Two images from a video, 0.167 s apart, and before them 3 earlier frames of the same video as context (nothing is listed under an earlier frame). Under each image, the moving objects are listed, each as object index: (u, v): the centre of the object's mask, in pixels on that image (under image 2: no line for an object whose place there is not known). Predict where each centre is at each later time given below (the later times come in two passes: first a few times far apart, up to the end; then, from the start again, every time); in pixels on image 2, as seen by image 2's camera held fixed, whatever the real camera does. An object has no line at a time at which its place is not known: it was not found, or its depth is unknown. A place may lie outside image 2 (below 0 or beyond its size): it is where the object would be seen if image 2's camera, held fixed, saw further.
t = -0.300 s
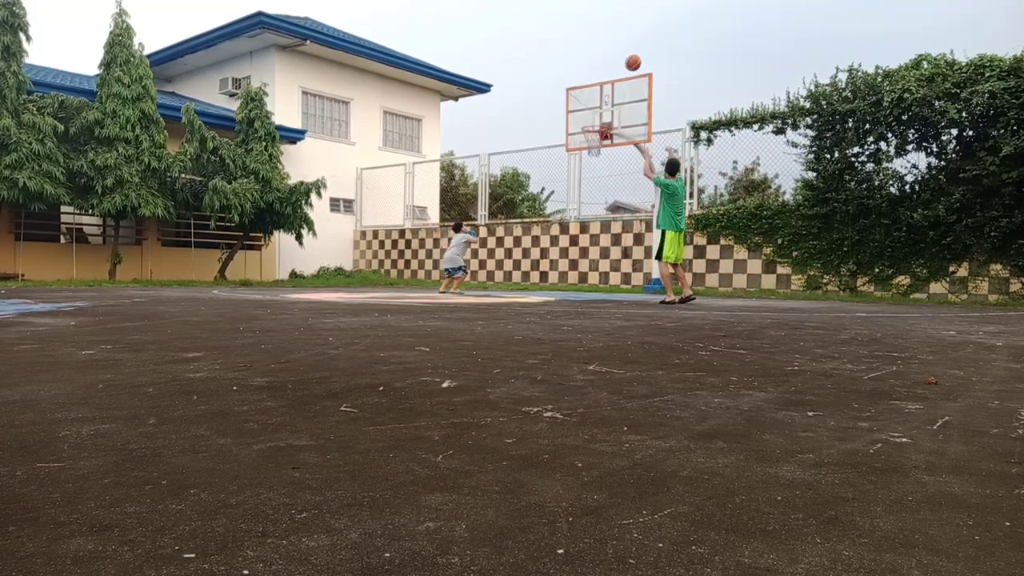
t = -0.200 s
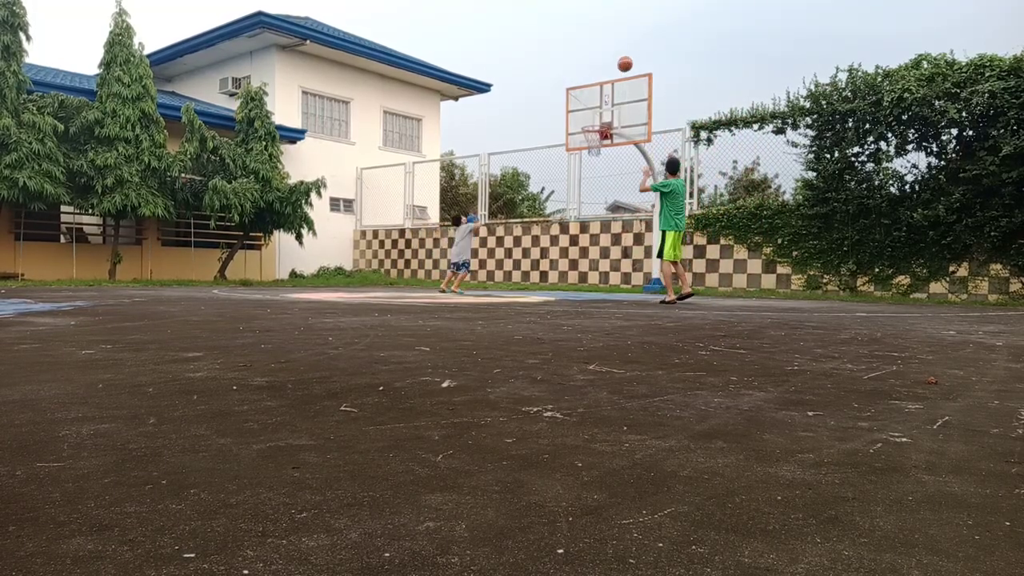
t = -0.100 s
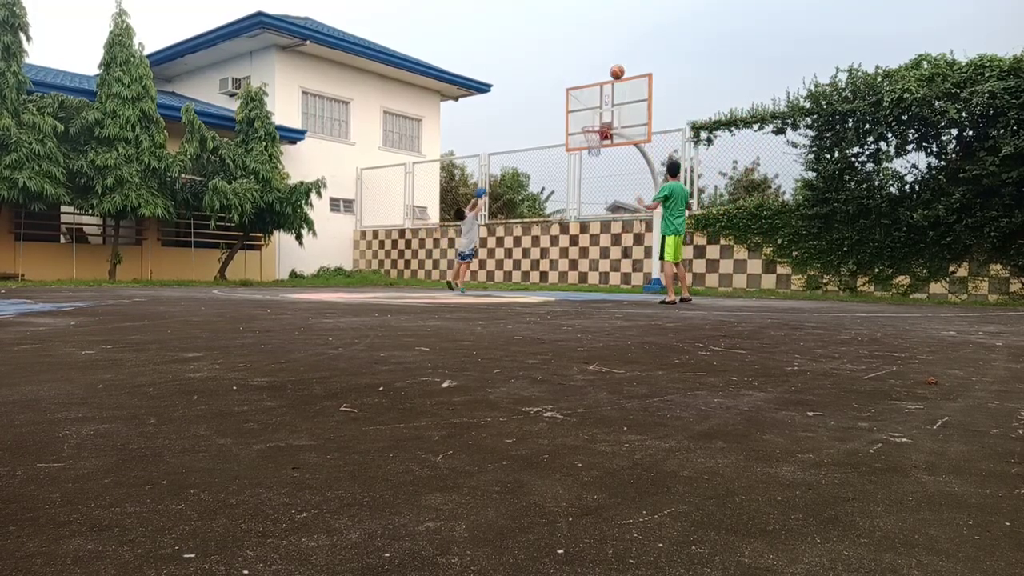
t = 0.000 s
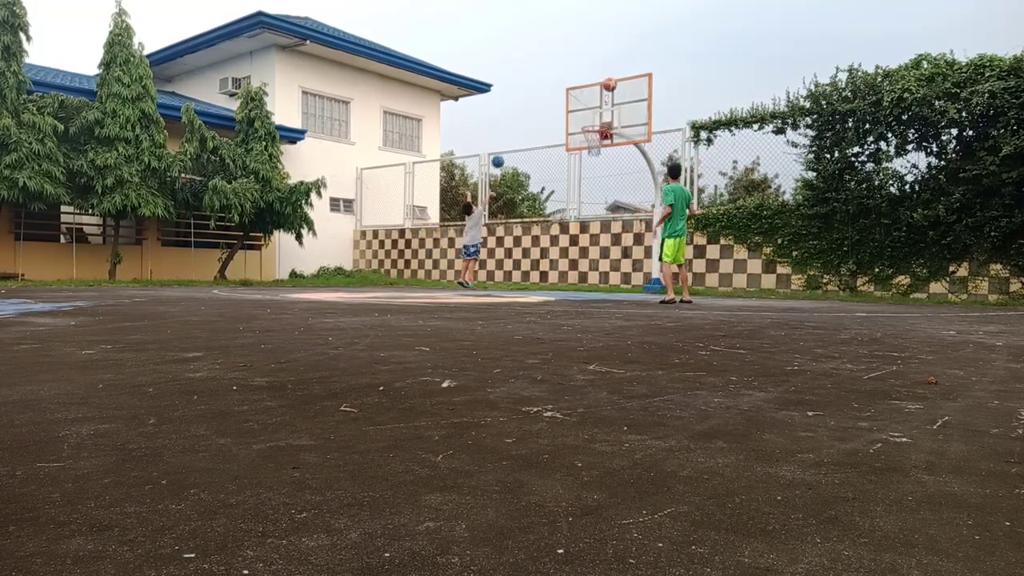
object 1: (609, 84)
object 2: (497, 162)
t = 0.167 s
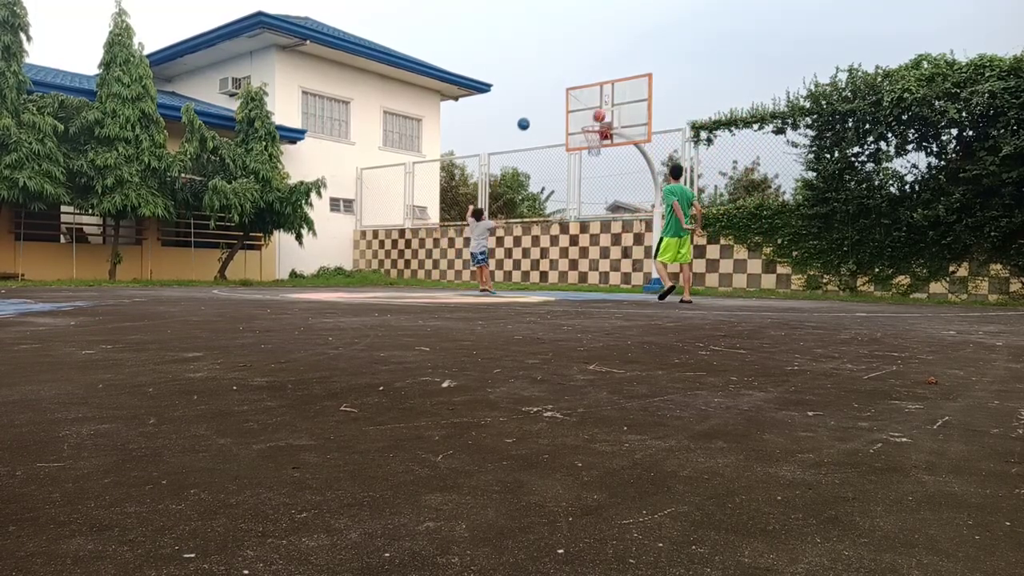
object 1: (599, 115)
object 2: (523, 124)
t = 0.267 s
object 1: (594, 136)
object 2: (538, 109)
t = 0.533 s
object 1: (591, 188)
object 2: (575, 99)
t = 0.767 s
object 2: (604, 121)
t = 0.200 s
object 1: (596, 123)
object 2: (528, 118)
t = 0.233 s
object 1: (595, 132)
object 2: (533, 113)
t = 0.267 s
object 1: (594, 136)
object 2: (538, 109)
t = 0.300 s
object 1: (594, 143)
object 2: (543, 106)
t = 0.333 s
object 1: (593, 149)
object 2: (547, 103)
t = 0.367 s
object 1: (593, 154)
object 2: (552, 101)
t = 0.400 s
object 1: (592, 159)
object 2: (557, 99)
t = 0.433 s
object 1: (592, 166)
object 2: (561, 98)
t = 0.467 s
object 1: (592, 172)
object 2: (566, 98)
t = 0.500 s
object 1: (592, 180)
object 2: (571, 98)
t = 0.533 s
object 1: (591, 188)
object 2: (575, 99)
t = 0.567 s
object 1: (591, 197)
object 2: (580, 101)
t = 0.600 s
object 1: (591, 206)
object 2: (584, 103)
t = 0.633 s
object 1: (591, 216)
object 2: (588, 105)
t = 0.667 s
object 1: (590, 227)
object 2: (593, 108)
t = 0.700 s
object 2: (597, 113)
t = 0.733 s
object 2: (601, 117)
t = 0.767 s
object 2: (604, 121)
